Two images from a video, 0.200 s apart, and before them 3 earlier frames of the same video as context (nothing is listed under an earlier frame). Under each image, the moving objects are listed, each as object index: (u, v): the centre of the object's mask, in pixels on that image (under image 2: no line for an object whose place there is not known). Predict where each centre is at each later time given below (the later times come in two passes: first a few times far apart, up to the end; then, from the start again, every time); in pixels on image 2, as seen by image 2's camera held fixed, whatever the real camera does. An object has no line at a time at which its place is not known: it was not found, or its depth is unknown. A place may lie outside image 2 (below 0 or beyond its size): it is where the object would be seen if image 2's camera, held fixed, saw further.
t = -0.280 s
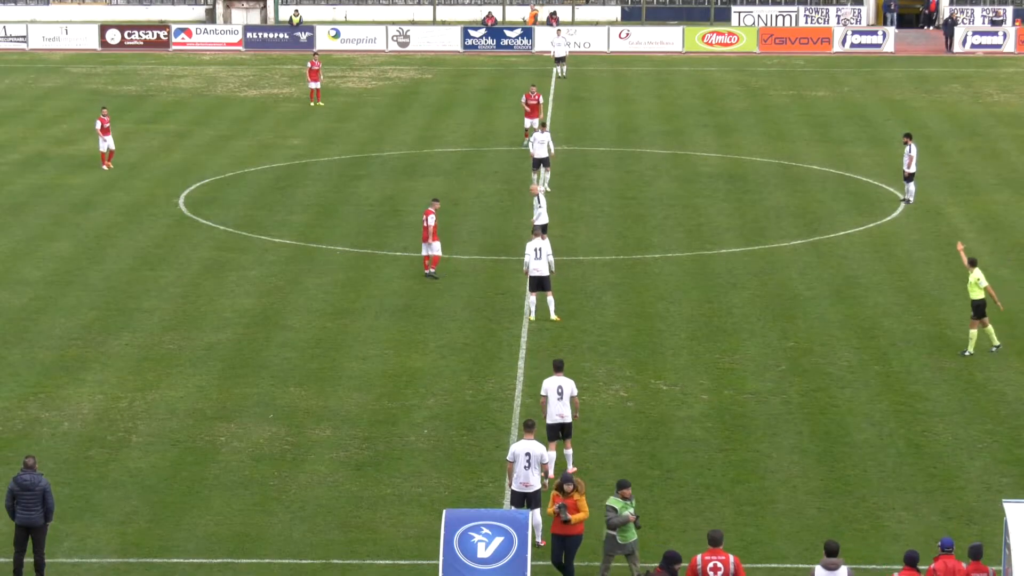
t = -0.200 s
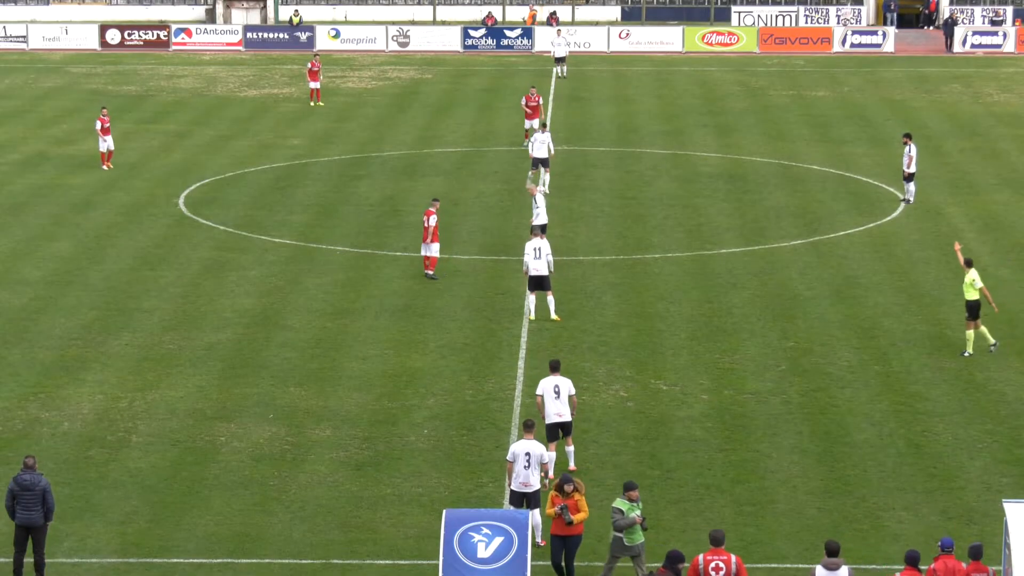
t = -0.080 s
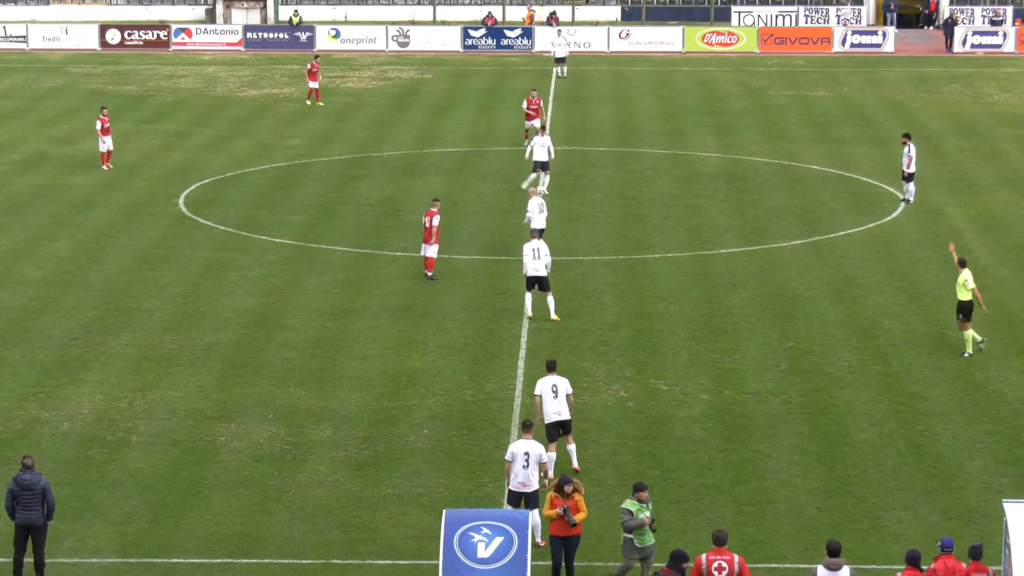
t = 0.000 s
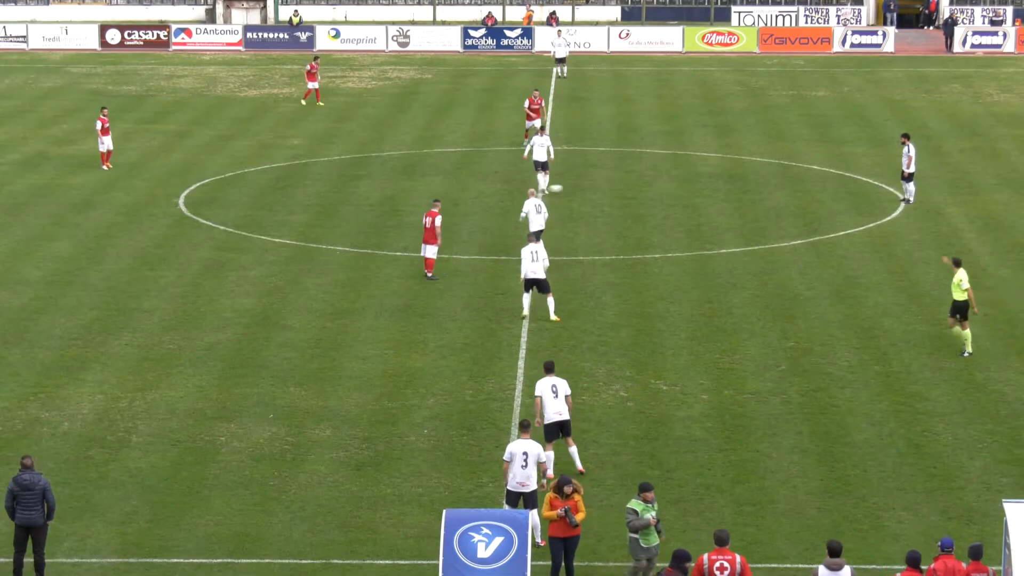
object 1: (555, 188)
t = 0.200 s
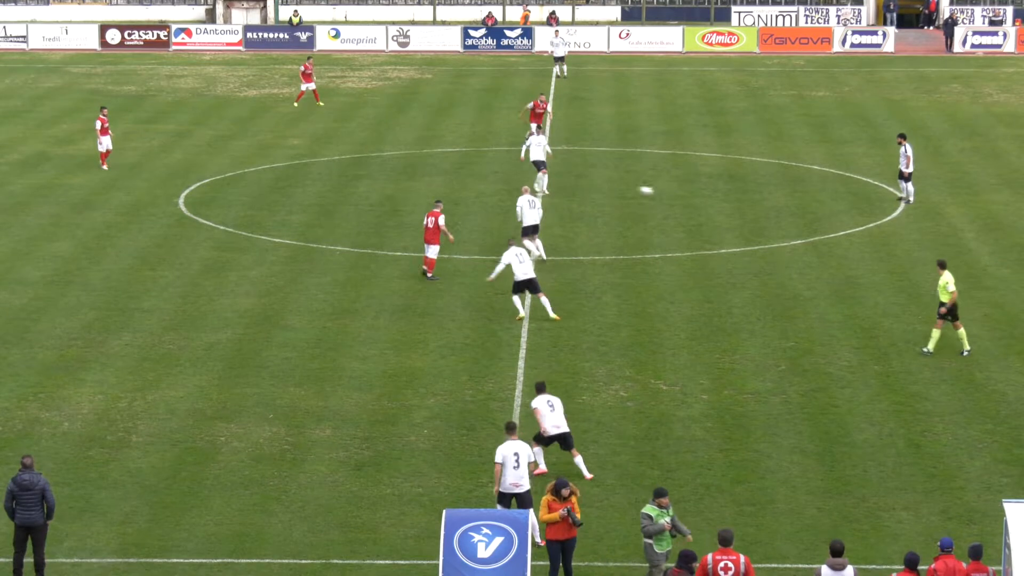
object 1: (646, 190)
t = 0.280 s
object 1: (680, 193)
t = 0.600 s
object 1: (798, 196)
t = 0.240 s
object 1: (664, 192)
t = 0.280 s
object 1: (680, 193)
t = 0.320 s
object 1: (695, 192)
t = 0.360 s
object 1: (711, 191)
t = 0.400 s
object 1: (726, 192)
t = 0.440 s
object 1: (741, 193)
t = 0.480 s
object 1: (757, 194)
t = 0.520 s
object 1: (770, 195)
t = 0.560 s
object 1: (784, 195)
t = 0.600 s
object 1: (798, 196)
